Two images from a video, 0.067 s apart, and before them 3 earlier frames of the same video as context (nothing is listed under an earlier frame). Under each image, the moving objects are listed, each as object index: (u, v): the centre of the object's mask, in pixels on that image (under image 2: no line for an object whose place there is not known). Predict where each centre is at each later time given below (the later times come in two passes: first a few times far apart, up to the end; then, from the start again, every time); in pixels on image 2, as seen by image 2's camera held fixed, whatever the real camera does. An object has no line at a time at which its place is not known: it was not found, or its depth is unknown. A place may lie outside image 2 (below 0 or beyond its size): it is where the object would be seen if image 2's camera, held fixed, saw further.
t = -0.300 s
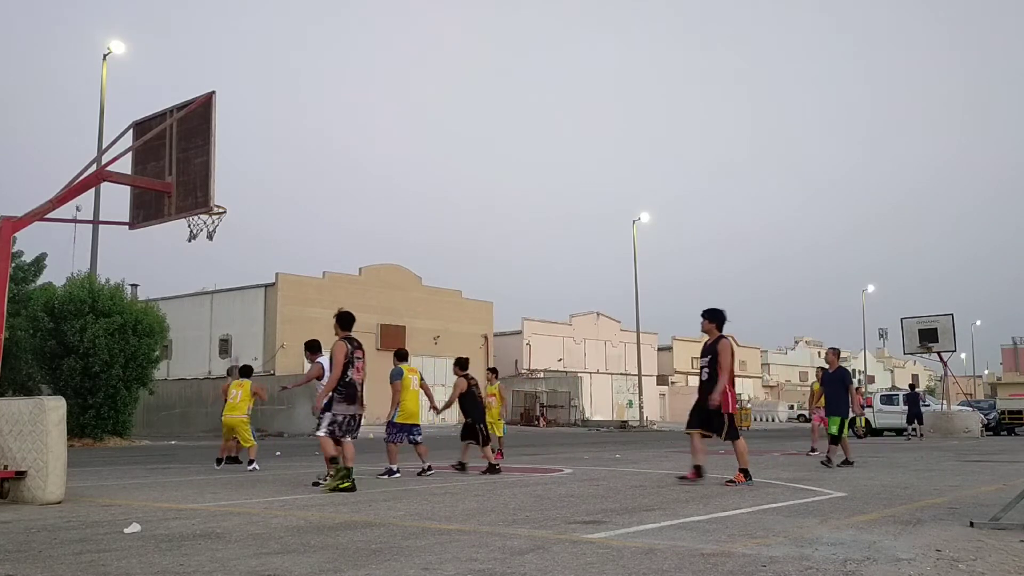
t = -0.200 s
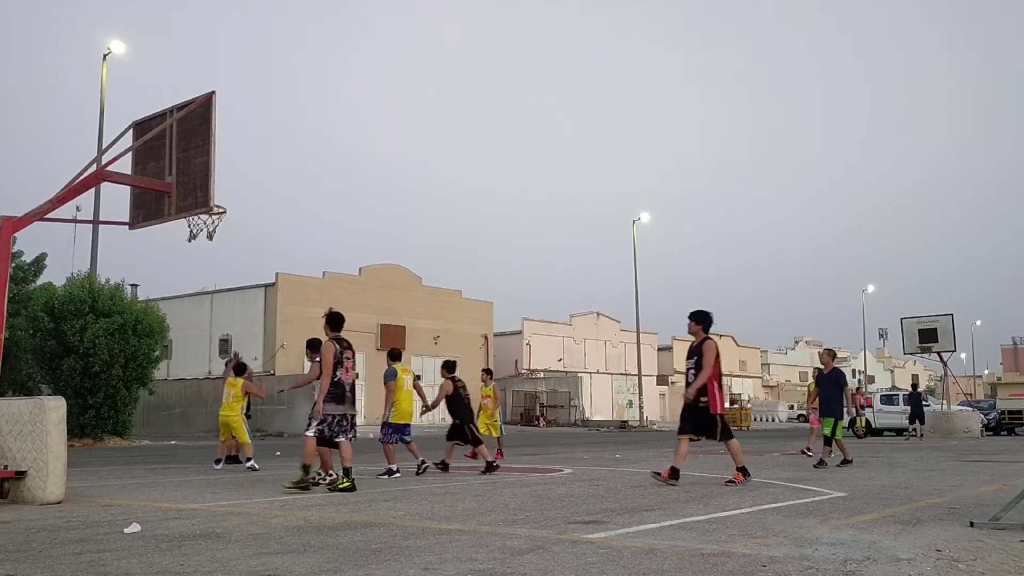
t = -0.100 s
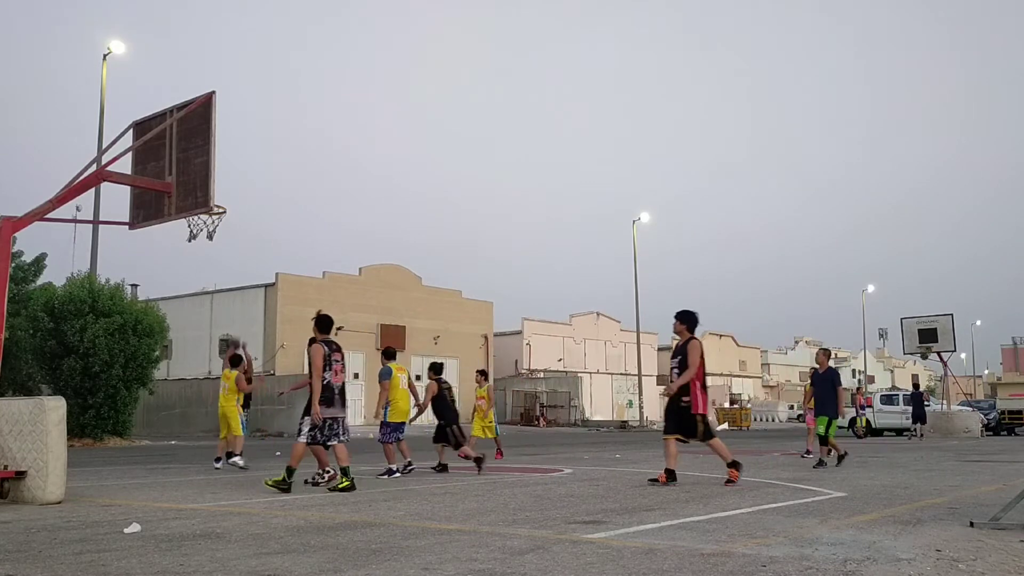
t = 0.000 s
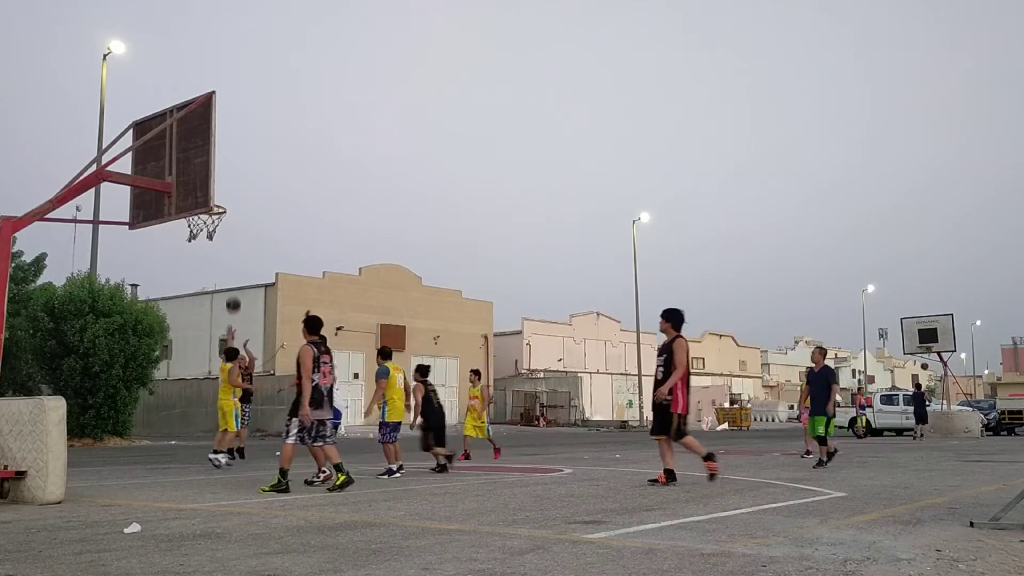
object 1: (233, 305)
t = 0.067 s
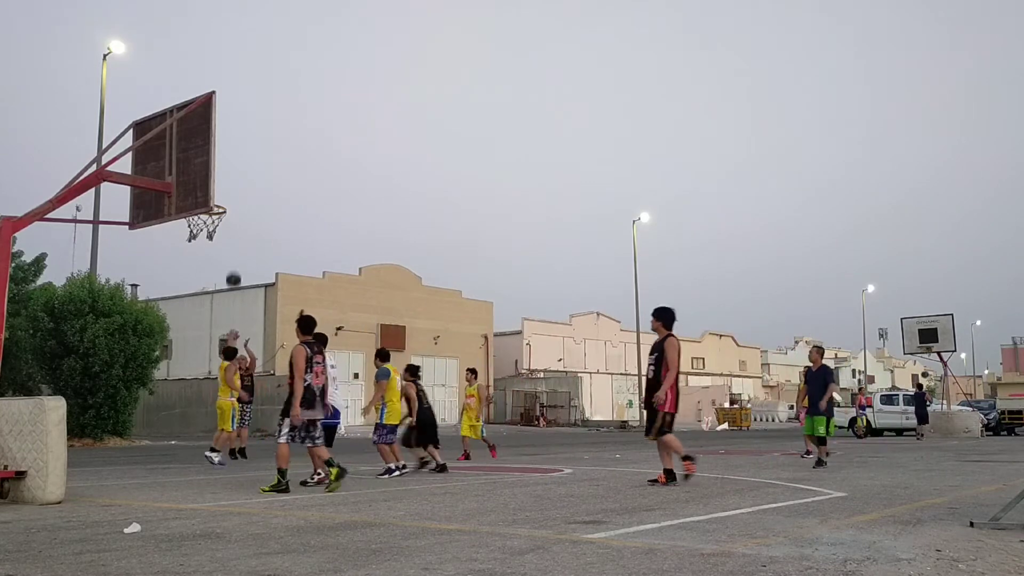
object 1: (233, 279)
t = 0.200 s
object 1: (234, 236)
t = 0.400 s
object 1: (234, 186)
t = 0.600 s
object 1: (234, 159)
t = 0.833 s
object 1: (234, 160)
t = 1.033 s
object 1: (233, 195)
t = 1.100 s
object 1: (233, 216)
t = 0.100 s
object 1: (233, 269)
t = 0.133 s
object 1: (233, 257)
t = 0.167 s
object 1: (233, 247)
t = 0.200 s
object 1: (234, 236)
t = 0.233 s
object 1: (234, 226)
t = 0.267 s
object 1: (234, 217)
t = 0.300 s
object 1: (234, 208)
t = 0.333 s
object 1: (234, 201)
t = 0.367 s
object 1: (234, 193)
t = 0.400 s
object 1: (234, 186)
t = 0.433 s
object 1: (234, 180)
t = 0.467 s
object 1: (234, 175)
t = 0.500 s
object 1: (234, 170)
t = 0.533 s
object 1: (234, 165)
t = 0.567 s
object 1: (234, 162)
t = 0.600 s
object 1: (234, 159)
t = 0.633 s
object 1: (234, 156)
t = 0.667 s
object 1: (234, 155)
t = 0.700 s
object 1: (234, 154)
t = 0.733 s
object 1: (234, 154)
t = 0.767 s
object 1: (234, 155)
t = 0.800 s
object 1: (234, 157)
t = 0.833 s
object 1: (234, 160)
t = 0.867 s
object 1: (234, 163)
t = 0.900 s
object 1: (234, 167)
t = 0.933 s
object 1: (234, 173)
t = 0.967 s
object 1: (234, 179)
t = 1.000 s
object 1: (233, 187)
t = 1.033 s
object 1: (233, 195)
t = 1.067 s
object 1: (233, 205)
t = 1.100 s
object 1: (233, 216)
